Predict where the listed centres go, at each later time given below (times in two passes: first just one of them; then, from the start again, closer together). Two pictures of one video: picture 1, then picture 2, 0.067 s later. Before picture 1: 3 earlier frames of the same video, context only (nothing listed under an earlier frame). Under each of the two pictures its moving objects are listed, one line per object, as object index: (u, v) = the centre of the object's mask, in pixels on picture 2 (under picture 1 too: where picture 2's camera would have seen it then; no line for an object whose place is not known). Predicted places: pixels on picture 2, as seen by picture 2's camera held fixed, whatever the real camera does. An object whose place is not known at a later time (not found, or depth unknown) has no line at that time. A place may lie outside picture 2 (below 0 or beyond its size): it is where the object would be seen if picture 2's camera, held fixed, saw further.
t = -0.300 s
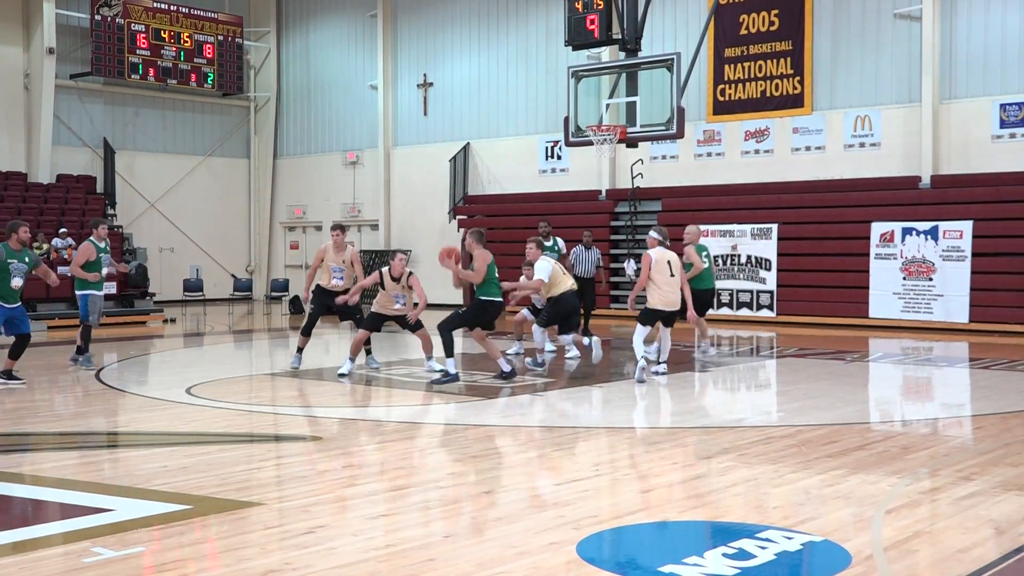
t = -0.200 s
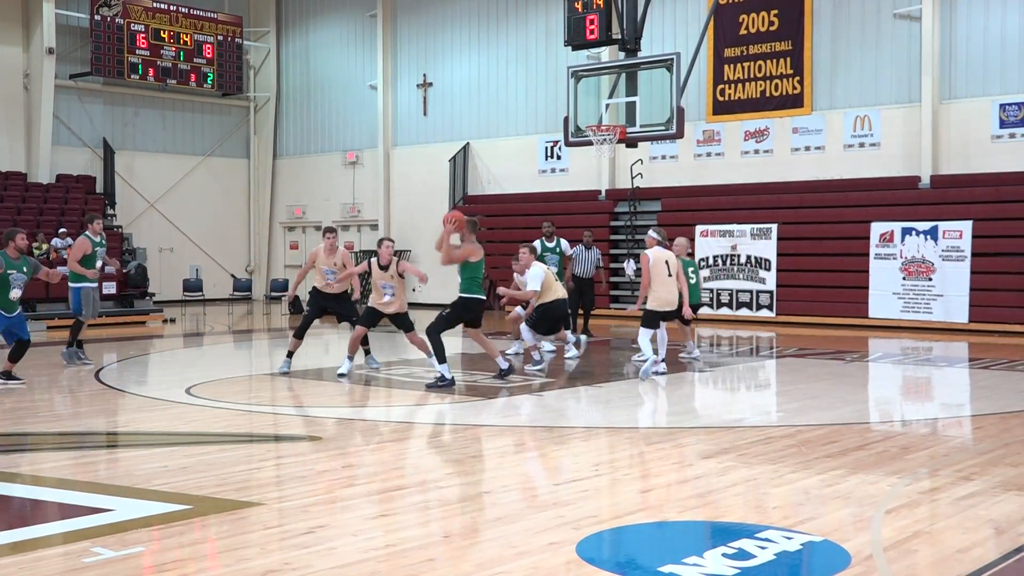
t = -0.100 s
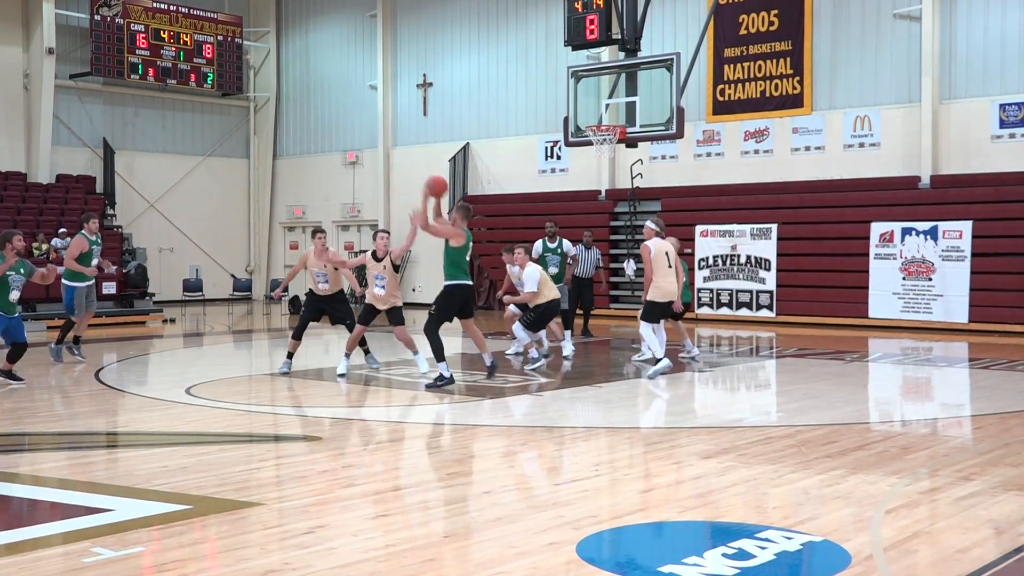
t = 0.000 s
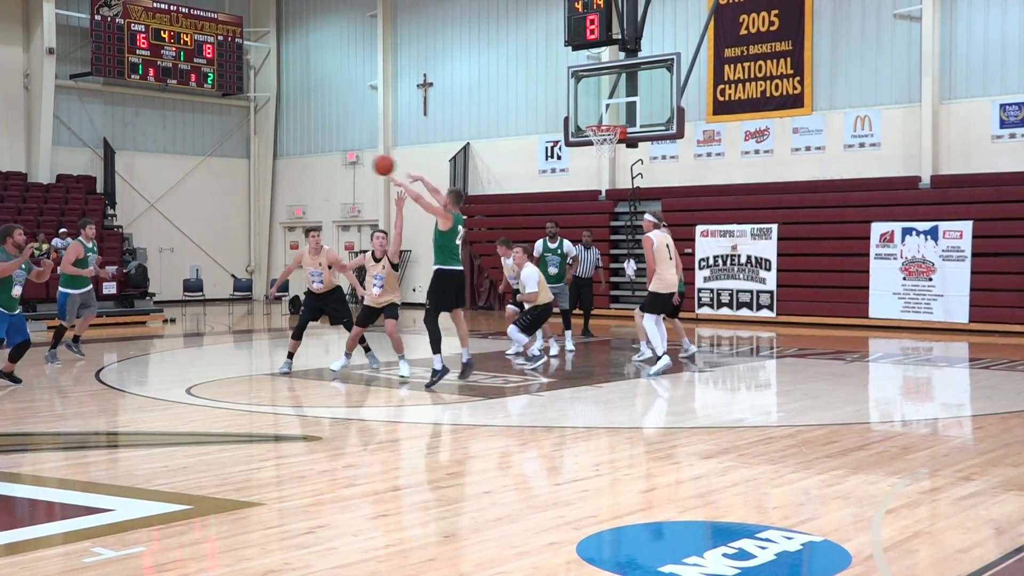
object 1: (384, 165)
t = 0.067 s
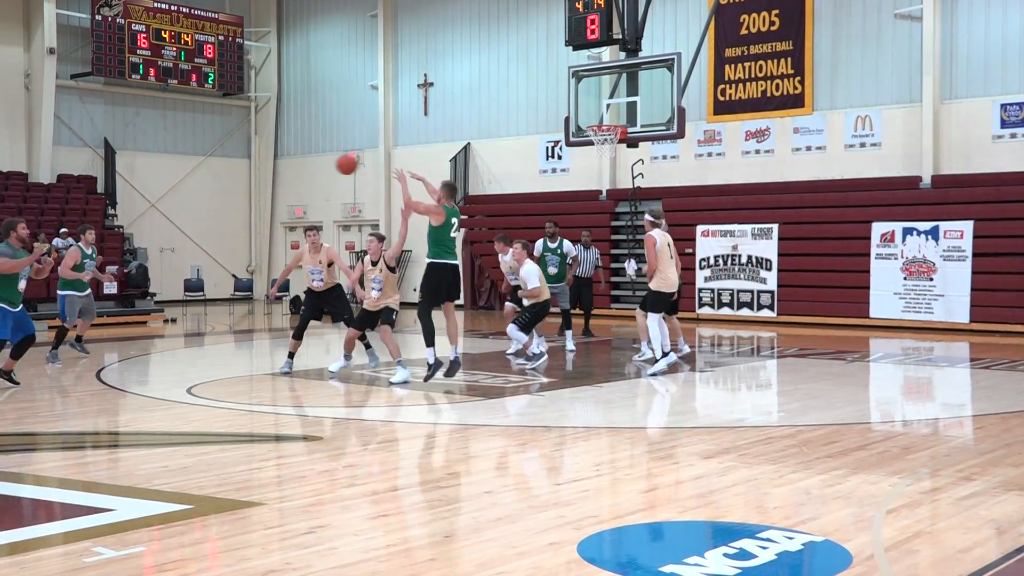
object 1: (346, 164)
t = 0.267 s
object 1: (246, 184)
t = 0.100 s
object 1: (328, 165)
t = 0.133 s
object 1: (311, 168)
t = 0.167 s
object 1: (294, 171)
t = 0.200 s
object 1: (277, 174)
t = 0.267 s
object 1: (246, 184)
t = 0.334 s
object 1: (215, 198)
